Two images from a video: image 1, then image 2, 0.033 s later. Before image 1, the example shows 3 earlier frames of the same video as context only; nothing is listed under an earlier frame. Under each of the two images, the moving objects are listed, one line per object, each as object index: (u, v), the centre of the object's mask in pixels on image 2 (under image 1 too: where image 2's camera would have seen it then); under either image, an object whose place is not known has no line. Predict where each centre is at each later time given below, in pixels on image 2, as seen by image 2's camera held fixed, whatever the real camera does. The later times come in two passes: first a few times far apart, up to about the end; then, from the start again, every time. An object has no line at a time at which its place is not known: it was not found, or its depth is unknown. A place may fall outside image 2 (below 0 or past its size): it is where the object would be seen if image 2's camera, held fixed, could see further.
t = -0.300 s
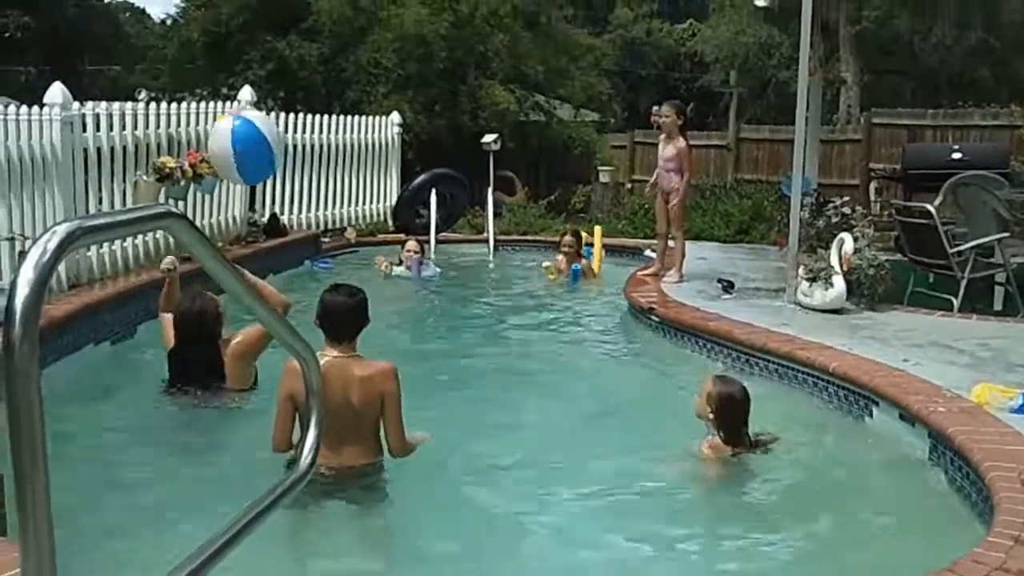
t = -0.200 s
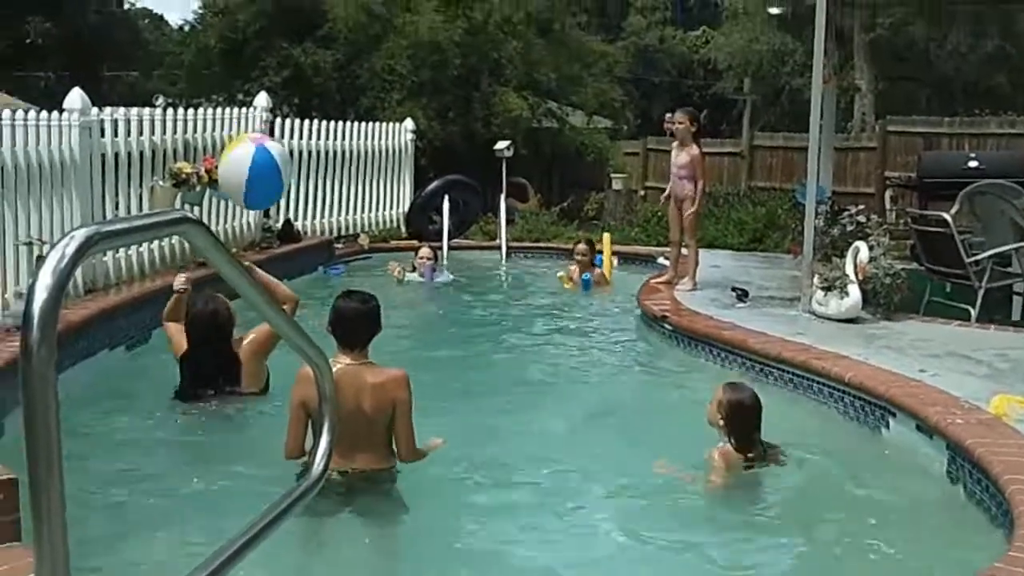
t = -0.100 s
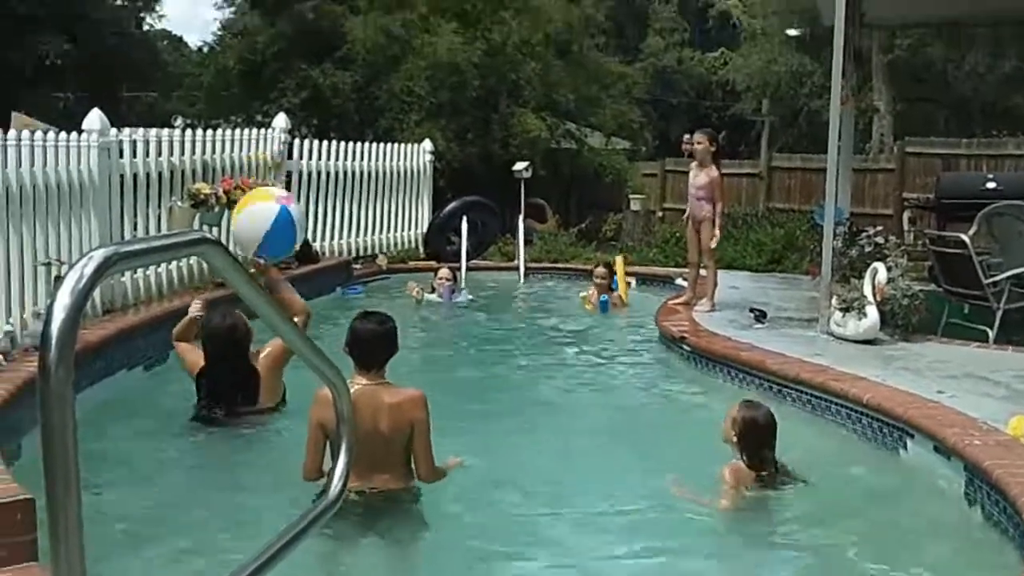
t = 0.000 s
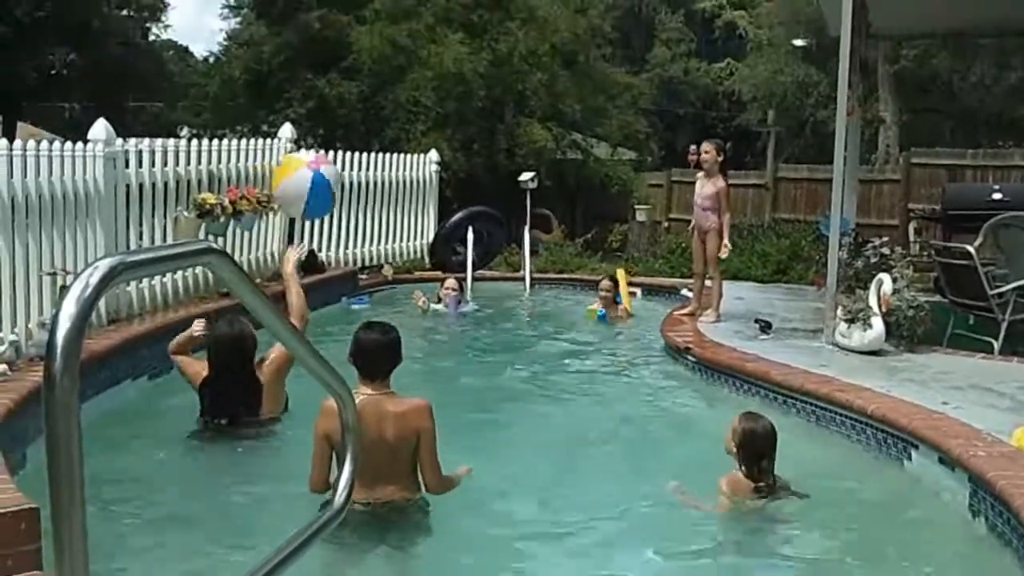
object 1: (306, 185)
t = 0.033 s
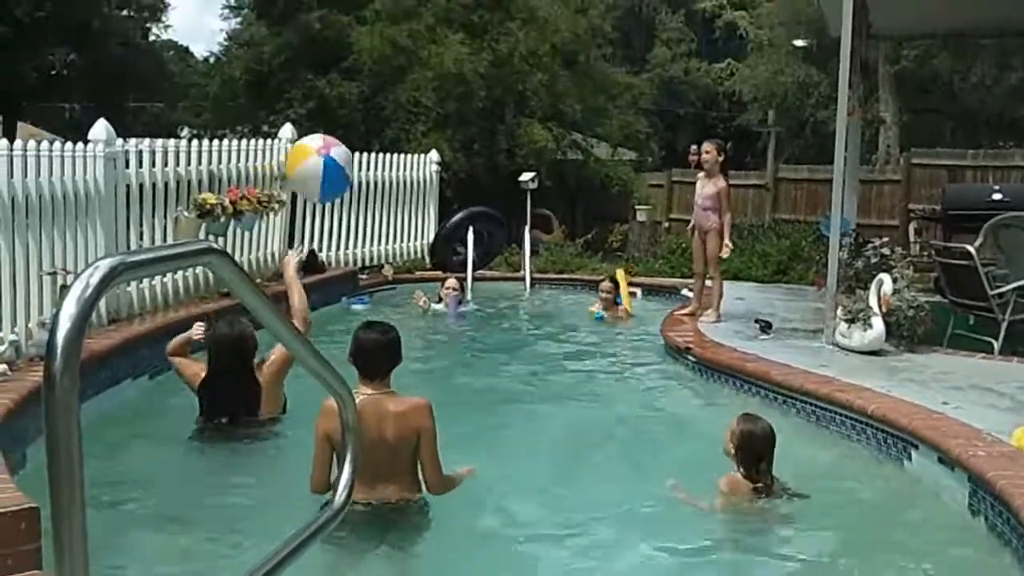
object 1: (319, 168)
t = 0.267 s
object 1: (397, 105)
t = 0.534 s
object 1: (460, 129)
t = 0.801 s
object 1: (503, 218)
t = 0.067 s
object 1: (332, 152)
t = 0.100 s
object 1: (343, 140)
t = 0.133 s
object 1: (355, 129)
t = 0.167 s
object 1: (366, 121)
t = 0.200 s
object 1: (377, 114)
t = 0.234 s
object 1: (387, 109)
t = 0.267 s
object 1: (397, 105)
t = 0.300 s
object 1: (406, 104)
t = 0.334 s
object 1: (415, 103)
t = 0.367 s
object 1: (423, 104)
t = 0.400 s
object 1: (431, 107)
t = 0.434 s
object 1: (439, 111)
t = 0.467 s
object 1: (447, 115)
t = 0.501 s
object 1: (454, 122)
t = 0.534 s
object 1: (460, 129)
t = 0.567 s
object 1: (466, 137)
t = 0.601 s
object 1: (472, 146)
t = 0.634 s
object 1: (478, 156)
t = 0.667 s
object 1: (484, 167)
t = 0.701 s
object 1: (488, 179)
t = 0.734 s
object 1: (494, 191)
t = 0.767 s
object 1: (498, 204)
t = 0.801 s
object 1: (503, 218)
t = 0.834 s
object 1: (507, 231)
